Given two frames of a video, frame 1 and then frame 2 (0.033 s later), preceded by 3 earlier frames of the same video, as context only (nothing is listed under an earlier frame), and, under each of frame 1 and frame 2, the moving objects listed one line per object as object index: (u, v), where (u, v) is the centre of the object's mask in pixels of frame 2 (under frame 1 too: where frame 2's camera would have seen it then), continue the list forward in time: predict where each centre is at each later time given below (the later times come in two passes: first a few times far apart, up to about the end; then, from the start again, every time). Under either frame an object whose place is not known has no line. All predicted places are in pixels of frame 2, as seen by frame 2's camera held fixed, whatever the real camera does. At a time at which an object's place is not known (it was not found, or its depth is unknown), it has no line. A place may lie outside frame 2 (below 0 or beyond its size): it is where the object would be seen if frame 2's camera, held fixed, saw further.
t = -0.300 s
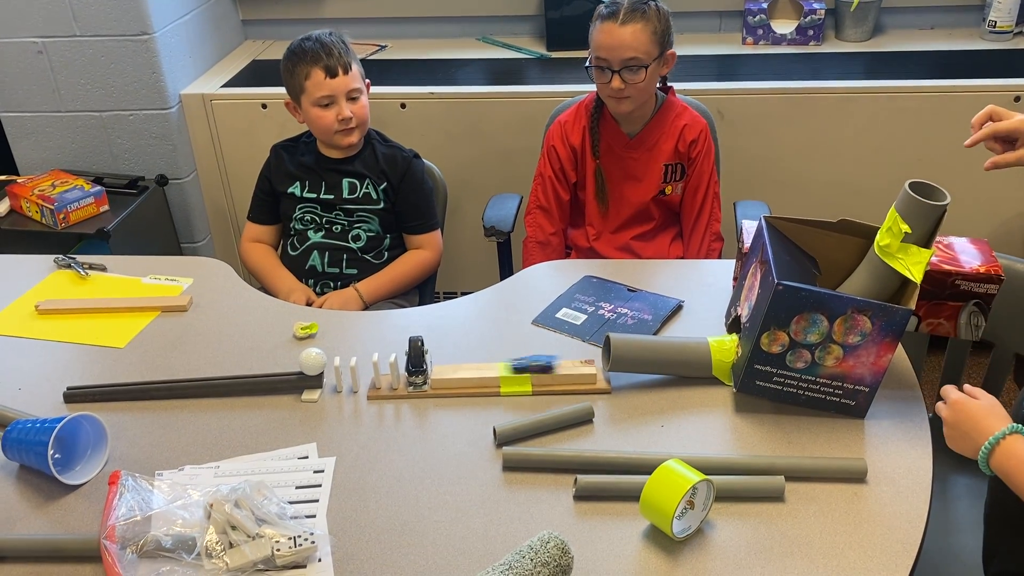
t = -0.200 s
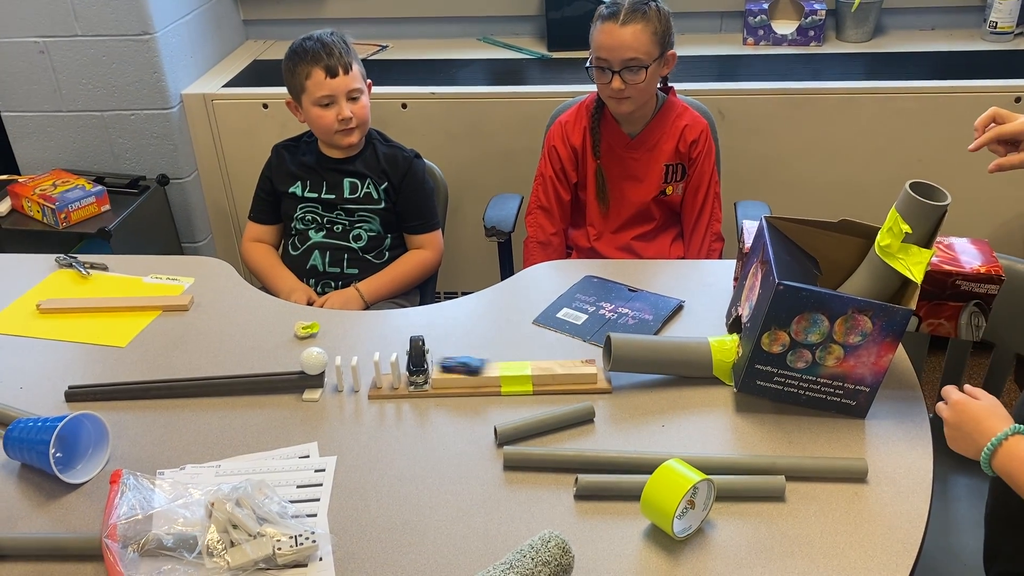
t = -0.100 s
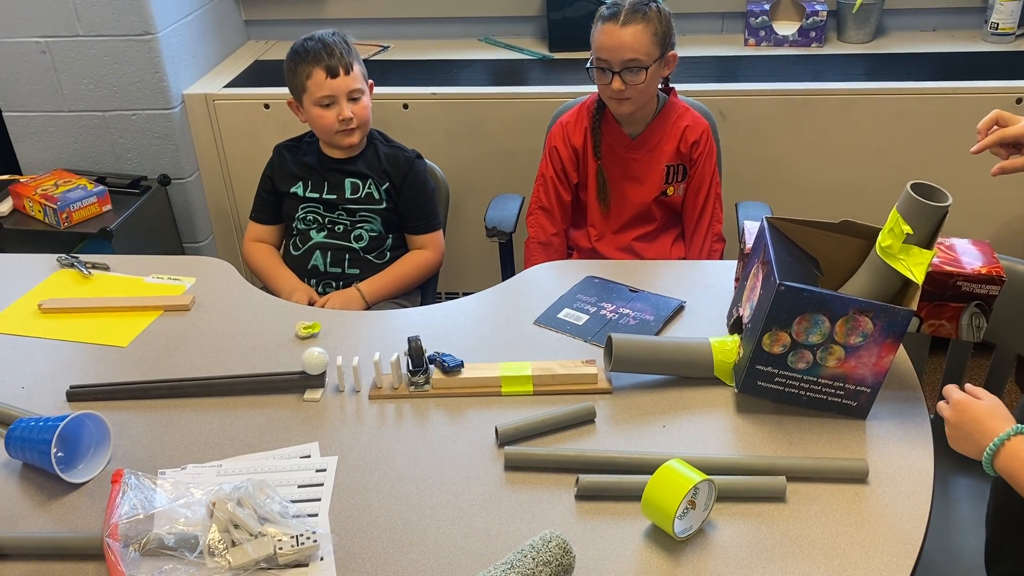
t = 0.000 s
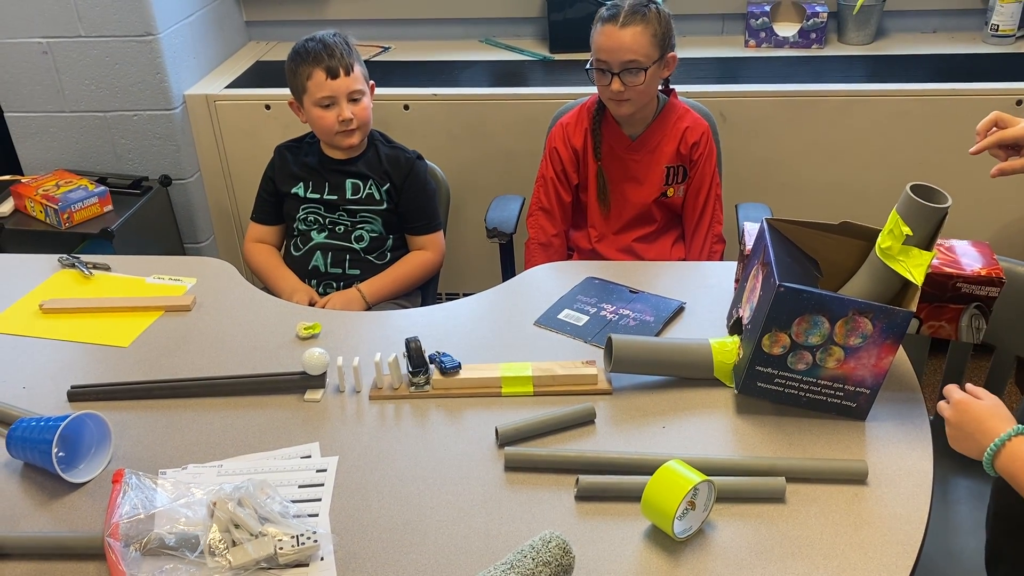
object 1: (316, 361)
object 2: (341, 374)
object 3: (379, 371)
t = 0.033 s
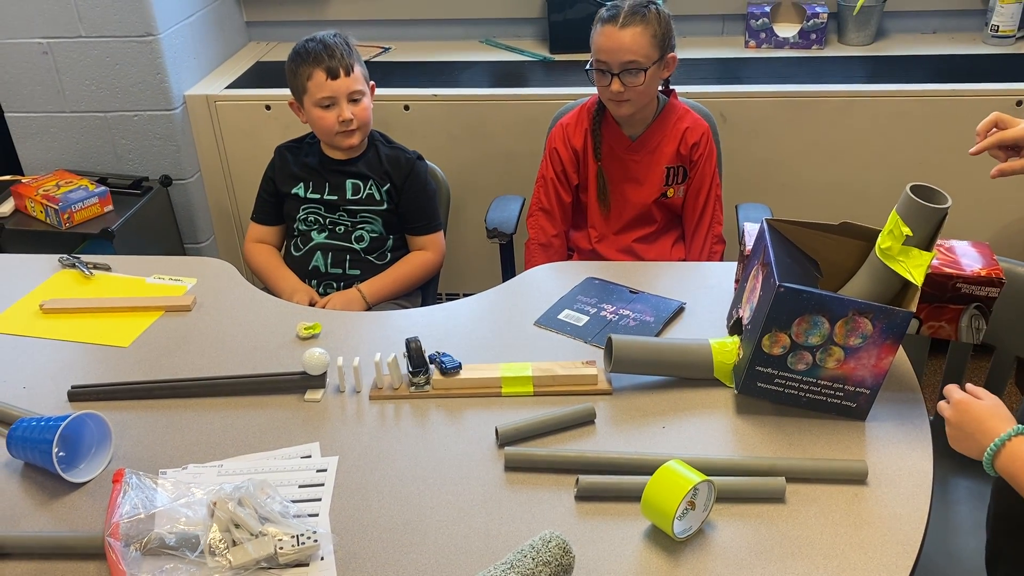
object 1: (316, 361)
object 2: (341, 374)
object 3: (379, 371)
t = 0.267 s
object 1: (316, 361)
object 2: (340, 374)
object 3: (366, 374)
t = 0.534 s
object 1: (296, 362)
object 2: (330, 373)
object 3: (365, 382)
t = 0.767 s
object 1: (273, 364)
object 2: (330, 373)
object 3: (365, 382)
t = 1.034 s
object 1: (245, 365)
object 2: (330, 373)
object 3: (365, 382)
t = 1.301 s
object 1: (212, 367)
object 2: (330, 373)
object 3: (365, 382)
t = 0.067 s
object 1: (316, 361)
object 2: (341, 374)
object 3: (379, 371)
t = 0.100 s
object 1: (316, 361)
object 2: (341, 374)
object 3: (379, 371)
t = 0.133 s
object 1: (316, 361)
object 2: (341, 374)
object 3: (379, 371)
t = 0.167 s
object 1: (316, 361)
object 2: (341, 374)
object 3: (377, 371)
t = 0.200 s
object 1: (316, 361)
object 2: (341, 374)
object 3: (374, 371)
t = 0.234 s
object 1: (316, 361)
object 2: (341, 374)
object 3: (370, 372)
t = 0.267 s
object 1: (316, 361)
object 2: (340, 374)
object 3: (366, 374)
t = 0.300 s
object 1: (314, 361)
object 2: (336, 373)
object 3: (365, 377)
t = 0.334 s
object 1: (312, 361)
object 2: (334, 373)
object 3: (366, 378)
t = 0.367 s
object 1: (310, 362)
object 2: (331, 373)
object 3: (366, 380)
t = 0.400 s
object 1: (307, 362)
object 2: (330, 373)
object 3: (366, 381)
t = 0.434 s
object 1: (304, 362)
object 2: (330, 373)
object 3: (366, 382)
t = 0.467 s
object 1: (302, 362)
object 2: (330, 373)
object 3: (365, 382)
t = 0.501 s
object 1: (299, 362)
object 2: (330, 373)
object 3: (365, 382)
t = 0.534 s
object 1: (296, 362)
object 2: (330, 373)
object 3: (365, 382)
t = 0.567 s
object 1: (293, 363)
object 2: (330, 373)
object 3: (365, 382)
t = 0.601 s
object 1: (290, 363)
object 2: (330, 373)
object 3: (365, 382)
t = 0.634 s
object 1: (286, 363)
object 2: (330, 373)
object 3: (365, 382)
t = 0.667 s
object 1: (283, 363)
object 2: (330, 373)
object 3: (365, 382)
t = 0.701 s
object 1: (280, 363)
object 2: (330, 373)
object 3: (365, 382)
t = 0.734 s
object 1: (277, 363)
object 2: (330, 373)
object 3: (365, 382)
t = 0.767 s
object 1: (273, 364)
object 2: (330, 373)
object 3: (365, 382)
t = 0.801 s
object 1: (270, 364)
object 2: (330, 373)
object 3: (365, 382)
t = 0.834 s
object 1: (267, 364)
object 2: (330, 373)
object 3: (365, 382)
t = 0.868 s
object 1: (263, 364)
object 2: (330, 373)
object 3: (365, 382)
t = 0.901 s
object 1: (260, 364)
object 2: (330, 373)
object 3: (365, 382)
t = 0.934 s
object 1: (256, 365)
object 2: (330, 373)
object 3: (365, 382)
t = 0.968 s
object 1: (252, 365)
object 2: (330, 373)
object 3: (365, 382)
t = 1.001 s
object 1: (249, 365)
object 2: (330, 373)
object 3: (365, 382)
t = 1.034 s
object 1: (245, 365)
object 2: (330, 373)
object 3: (365, 382)
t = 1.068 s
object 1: (241, 366)
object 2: (330, 373)
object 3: (365, 382)
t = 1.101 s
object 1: (237, 366)
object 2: (330, 373)
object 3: (365, 382)
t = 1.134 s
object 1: (233, 366)
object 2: (330, 373)
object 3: (365, 382)
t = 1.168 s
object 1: (229, 366)
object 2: (330, 373)
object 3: (365, 382)
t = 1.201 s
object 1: (224, 367)
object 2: (330, 373)
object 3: (365, 382)
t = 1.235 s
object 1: (220, 367)
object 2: (330, 373)
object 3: (365, 382)
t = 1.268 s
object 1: (216, 367)
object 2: (330, 373)
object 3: (365, 382)
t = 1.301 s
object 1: (212, 367)
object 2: (330, 373)
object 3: (365, 382)
